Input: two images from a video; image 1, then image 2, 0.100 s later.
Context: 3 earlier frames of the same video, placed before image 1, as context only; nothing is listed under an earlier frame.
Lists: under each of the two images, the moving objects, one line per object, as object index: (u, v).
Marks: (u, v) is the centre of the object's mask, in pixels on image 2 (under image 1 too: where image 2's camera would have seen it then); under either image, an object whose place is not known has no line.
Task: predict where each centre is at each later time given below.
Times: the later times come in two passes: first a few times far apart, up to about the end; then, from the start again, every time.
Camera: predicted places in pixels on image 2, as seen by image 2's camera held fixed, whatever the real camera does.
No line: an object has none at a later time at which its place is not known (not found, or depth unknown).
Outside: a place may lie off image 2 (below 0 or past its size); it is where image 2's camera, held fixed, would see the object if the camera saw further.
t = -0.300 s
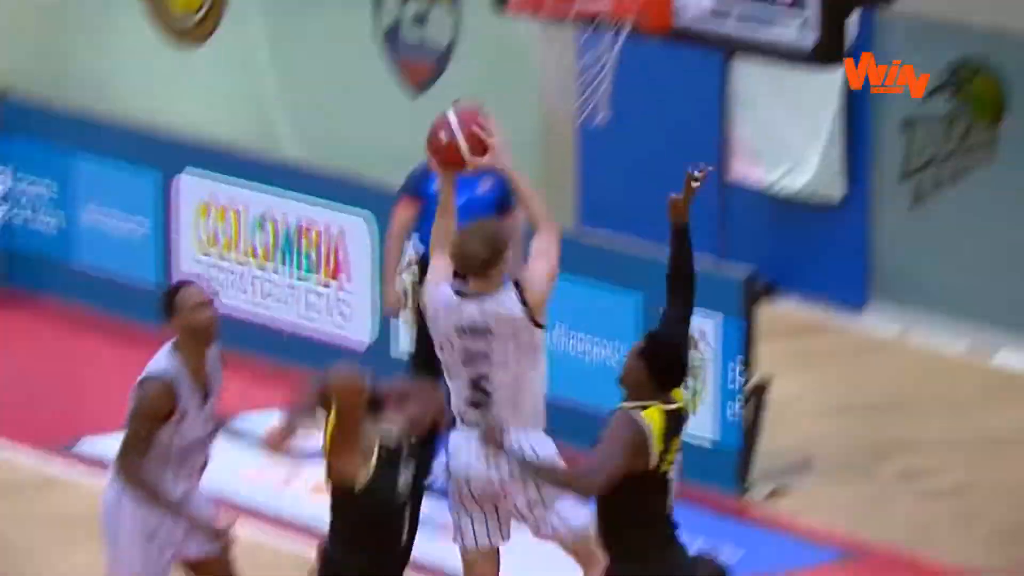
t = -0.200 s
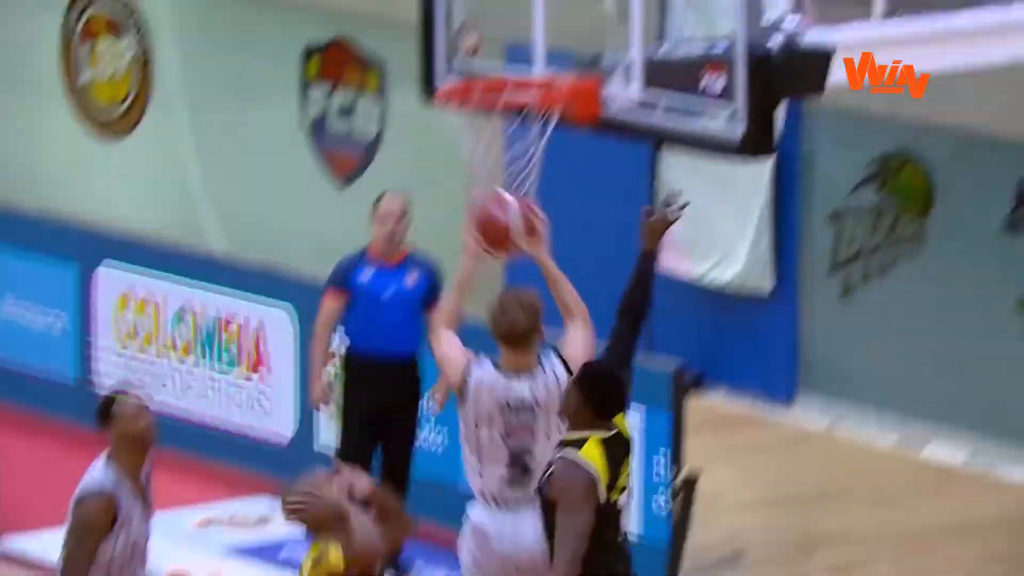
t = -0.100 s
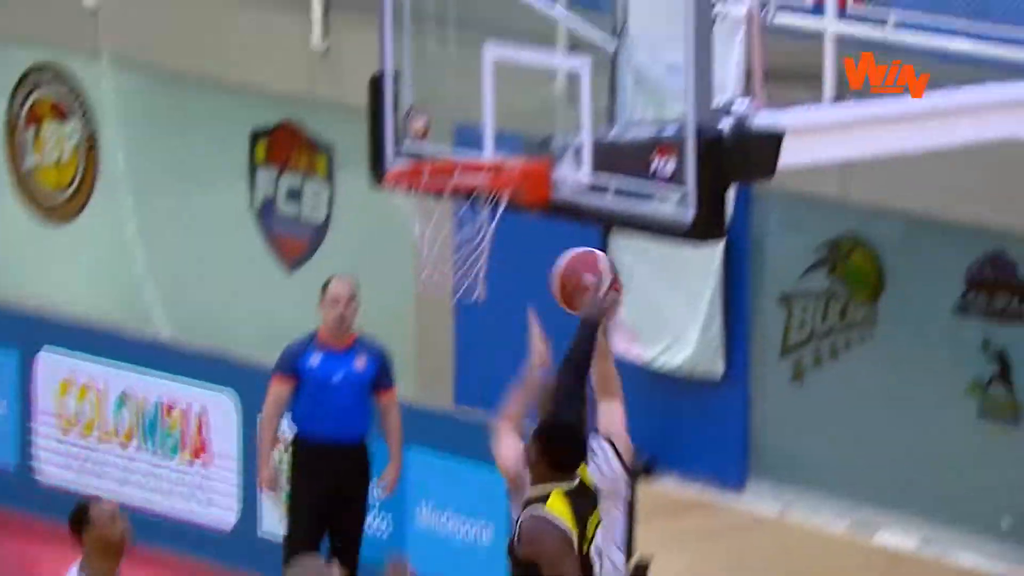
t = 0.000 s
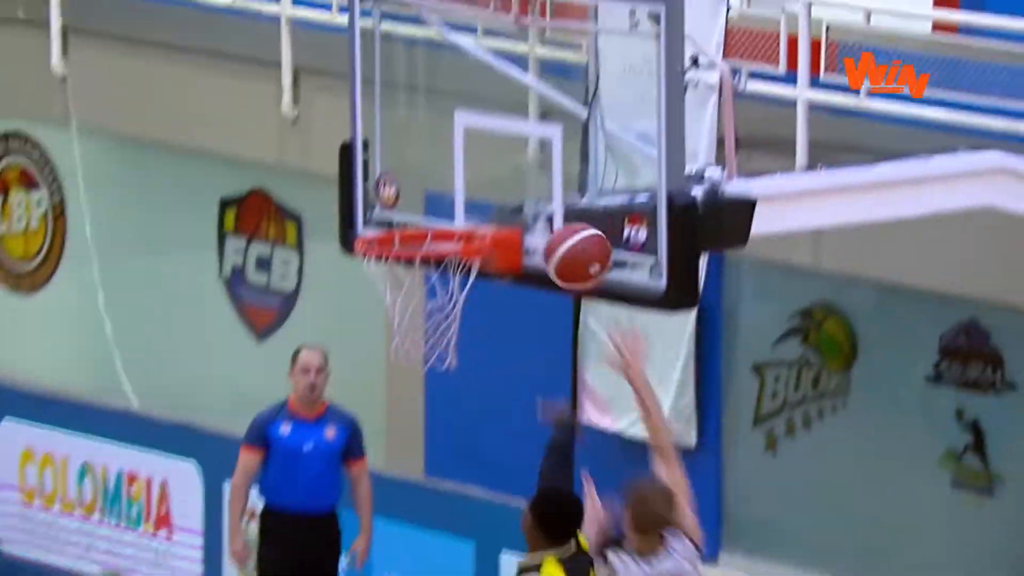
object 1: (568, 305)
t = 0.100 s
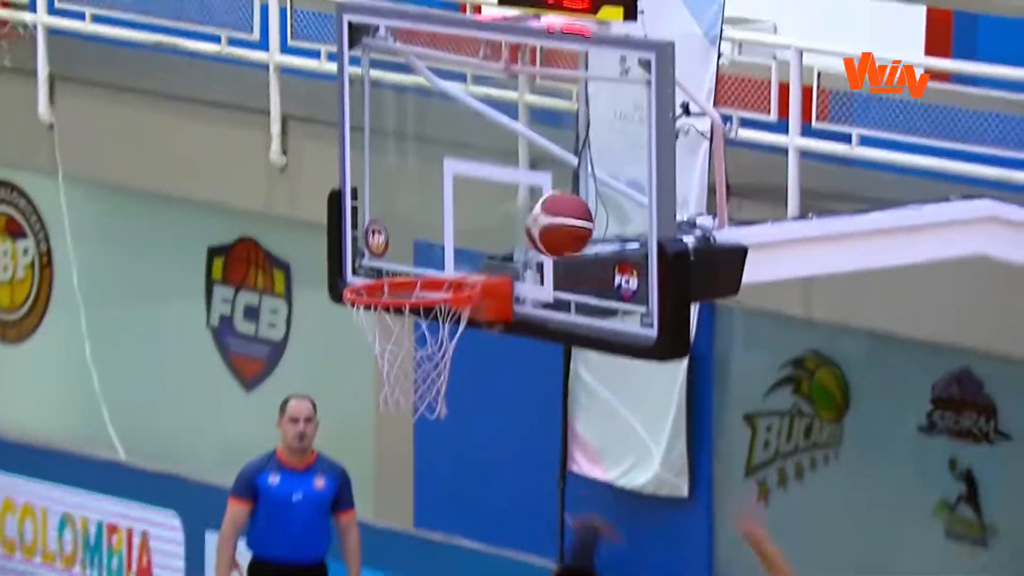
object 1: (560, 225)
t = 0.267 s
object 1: (491, 185)
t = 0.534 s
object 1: (379, 265)
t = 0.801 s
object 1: (417, 291)
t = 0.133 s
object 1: (552, 207)
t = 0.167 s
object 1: (539, 198)
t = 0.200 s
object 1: (521, 190)
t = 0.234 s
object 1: (507, 186)
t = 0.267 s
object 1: (491, 185)
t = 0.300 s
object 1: (475, 187)
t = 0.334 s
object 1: (458, 192)
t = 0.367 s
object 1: (444, 200)
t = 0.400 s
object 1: (428, 211)
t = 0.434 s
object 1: (413, 224)
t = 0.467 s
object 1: (397, 240)
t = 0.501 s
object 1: (383, 261)
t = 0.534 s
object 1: (379, 265)
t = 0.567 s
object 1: (384, 258)
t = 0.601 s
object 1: (388, 254)
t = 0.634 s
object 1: (393, 253)
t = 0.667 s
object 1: (396, 255)
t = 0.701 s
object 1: (404, 261)
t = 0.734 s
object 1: (408, 268)
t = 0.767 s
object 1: (413, 275)
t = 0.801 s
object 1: (417, 291)
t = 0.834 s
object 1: (420, 310)
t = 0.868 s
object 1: (426, 328)
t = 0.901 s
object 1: (430, 338)
